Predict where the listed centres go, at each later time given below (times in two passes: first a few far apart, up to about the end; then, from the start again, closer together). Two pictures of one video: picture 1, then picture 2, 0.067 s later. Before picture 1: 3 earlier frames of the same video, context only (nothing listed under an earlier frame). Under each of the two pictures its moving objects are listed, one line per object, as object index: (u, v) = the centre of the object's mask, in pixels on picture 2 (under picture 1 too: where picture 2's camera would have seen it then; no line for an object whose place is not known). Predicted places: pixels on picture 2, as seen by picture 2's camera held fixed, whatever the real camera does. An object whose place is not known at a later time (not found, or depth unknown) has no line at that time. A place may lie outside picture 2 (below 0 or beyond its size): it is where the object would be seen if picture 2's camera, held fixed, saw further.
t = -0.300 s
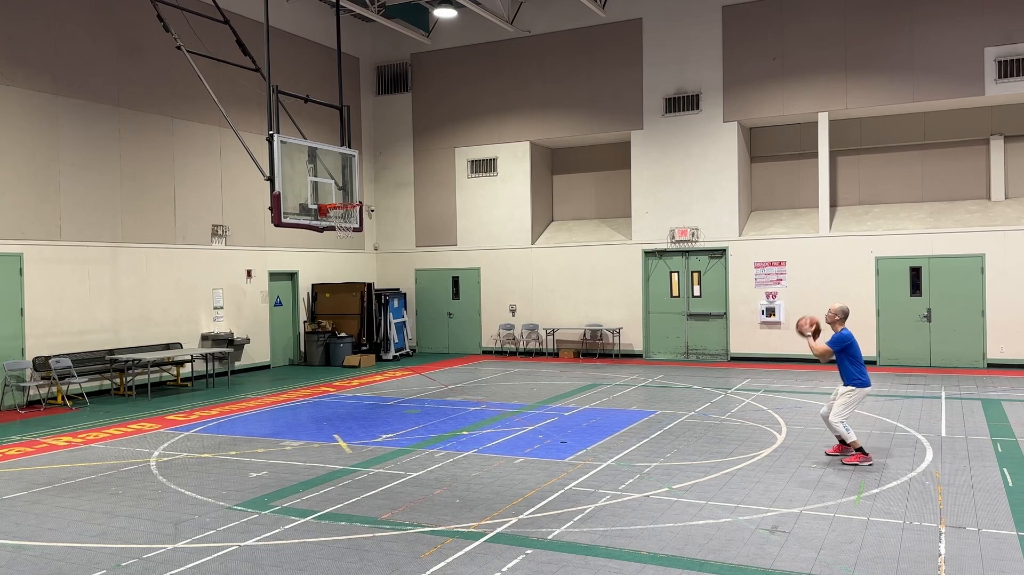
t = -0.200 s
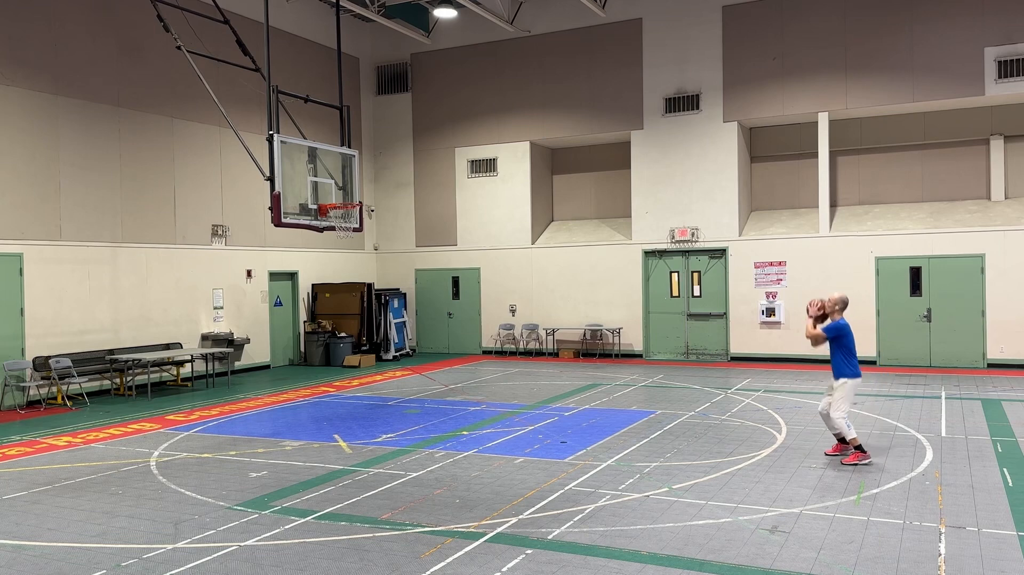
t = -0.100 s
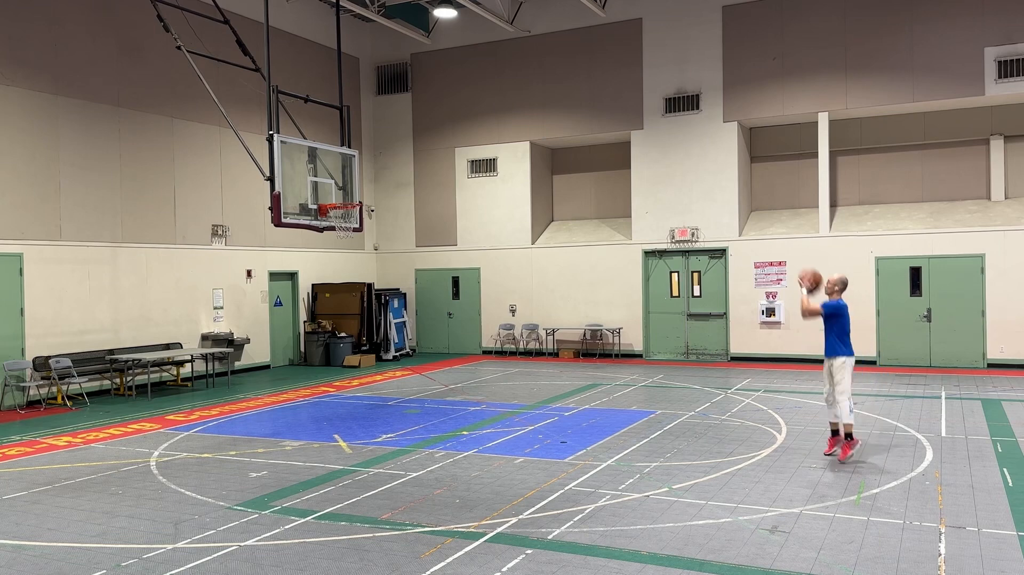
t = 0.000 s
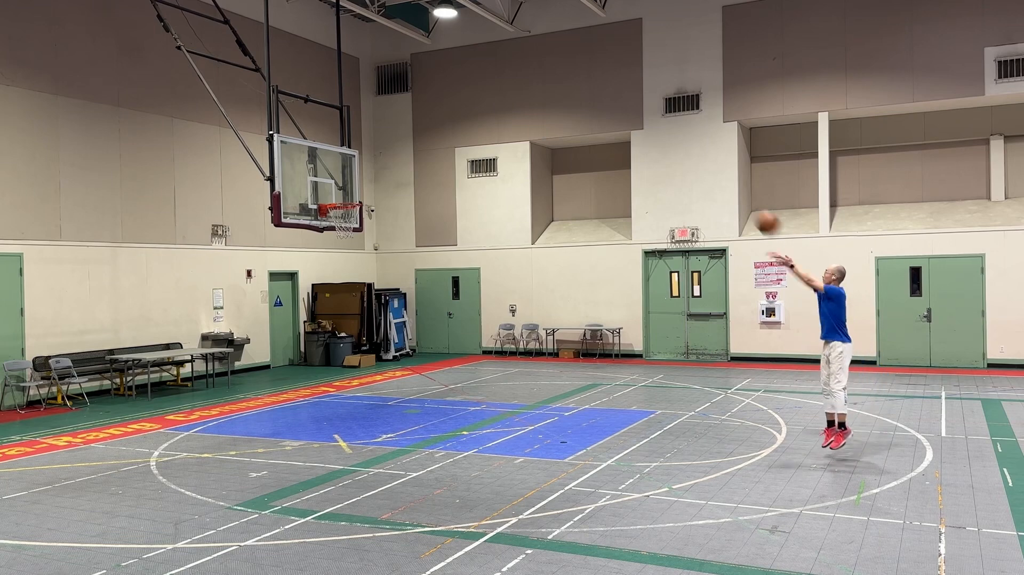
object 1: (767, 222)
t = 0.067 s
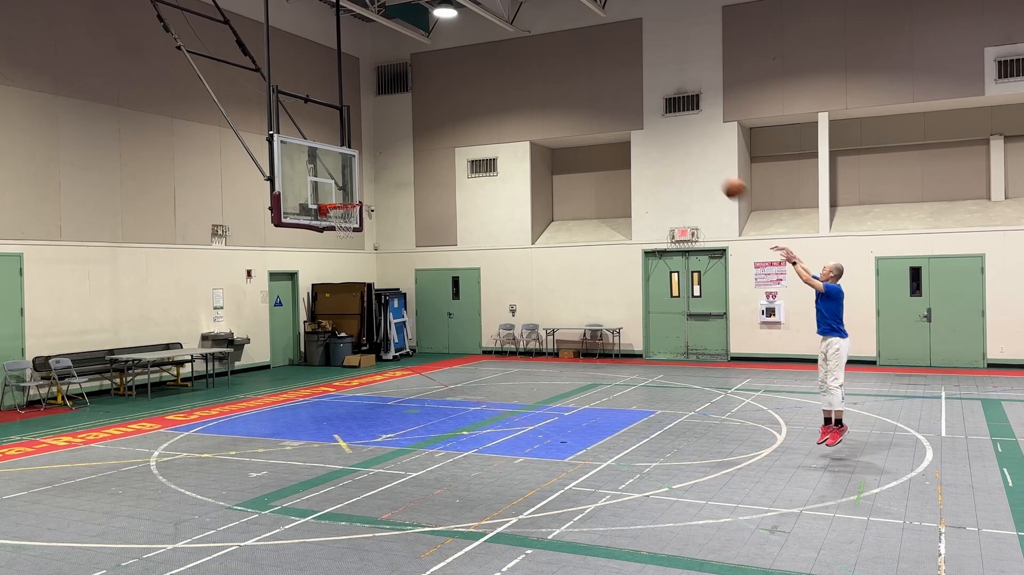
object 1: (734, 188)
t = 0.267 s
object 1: (643, 113)
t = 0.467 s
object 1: (564, 78)
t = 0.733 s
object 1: (472, 81)
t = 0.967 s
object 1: (402, 124)
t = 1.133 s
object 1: (358, 174)
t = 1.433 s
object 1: (351, 273)
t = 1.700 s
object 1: (370, 386)
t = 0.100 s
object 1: (717, 172)
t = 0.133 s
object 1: (702, 158)
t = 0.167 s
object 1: (686, 145)
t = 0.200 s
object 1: (672, 133)
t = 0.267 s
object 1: (643, 113)
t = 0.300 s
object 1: (630, 104)
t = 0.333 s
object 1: (616, 97)
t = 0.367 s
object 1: (603, 91)
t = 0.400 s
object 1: (590, 86)
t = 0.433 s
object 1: (577, 81)
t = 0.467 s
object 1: (564, 78)
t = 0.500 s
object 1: (552, 75)
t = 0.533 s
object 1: (540, 74)
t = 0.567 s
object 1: (529, 73)
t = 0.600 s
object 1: (517, 73)
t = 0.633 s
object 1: (505, 74)
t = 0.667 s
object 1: (494, 75)
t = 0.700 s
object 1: (483, 78)
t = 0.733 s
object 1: (472, 81)
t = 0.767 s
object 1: (462, 85)
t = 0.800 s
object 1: (452, 90)
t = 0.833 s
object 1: (442, 96)
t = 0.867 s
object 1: (432, 102)
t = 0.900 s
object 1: (422, 108)
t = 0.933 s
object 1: (412, 116)
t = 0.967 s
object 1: (402, 124)
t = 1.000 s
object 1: (393, 133)
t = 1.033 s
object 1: (384, 142)
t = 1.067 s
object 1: (376, 153)
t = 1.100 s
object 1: (367, 163)
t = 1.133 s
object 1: (358, 174)
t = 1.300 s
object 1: (340, 232)
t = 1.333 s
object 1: (342, 240)
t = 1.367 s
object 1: (345, 251)
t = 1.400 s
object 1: (348, 262)
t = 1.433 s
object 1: (351, 273)
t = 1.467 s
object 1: (354, 285)
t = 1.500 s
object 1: (357, 297)
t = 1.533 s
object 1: (360, 310)
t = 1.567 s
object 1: (362, 324)
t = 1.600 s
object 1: (364, 339)
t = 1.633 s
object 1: (365, 354)
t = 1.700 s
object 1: (370, 386)
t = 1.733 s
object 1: (372, 399)
